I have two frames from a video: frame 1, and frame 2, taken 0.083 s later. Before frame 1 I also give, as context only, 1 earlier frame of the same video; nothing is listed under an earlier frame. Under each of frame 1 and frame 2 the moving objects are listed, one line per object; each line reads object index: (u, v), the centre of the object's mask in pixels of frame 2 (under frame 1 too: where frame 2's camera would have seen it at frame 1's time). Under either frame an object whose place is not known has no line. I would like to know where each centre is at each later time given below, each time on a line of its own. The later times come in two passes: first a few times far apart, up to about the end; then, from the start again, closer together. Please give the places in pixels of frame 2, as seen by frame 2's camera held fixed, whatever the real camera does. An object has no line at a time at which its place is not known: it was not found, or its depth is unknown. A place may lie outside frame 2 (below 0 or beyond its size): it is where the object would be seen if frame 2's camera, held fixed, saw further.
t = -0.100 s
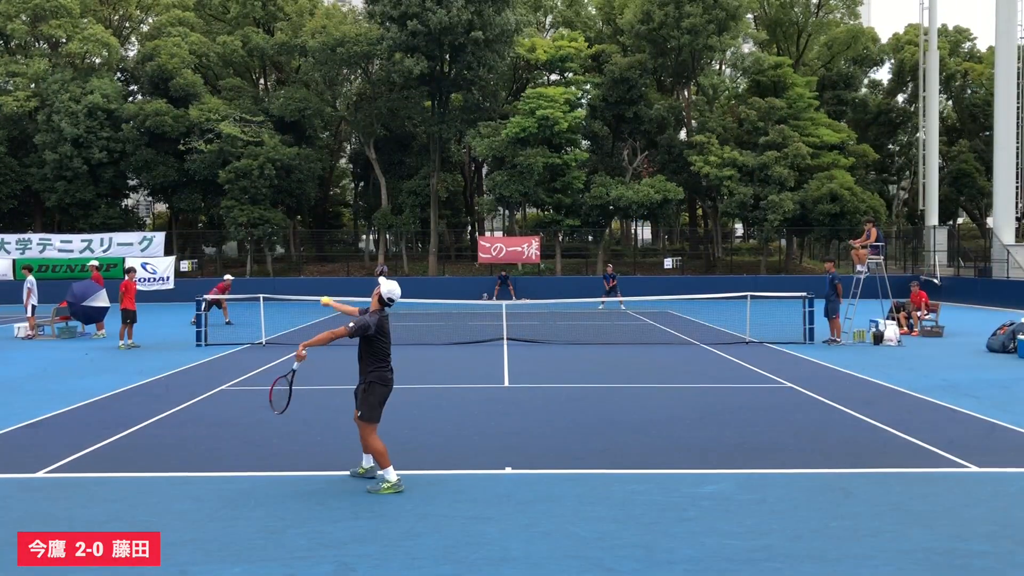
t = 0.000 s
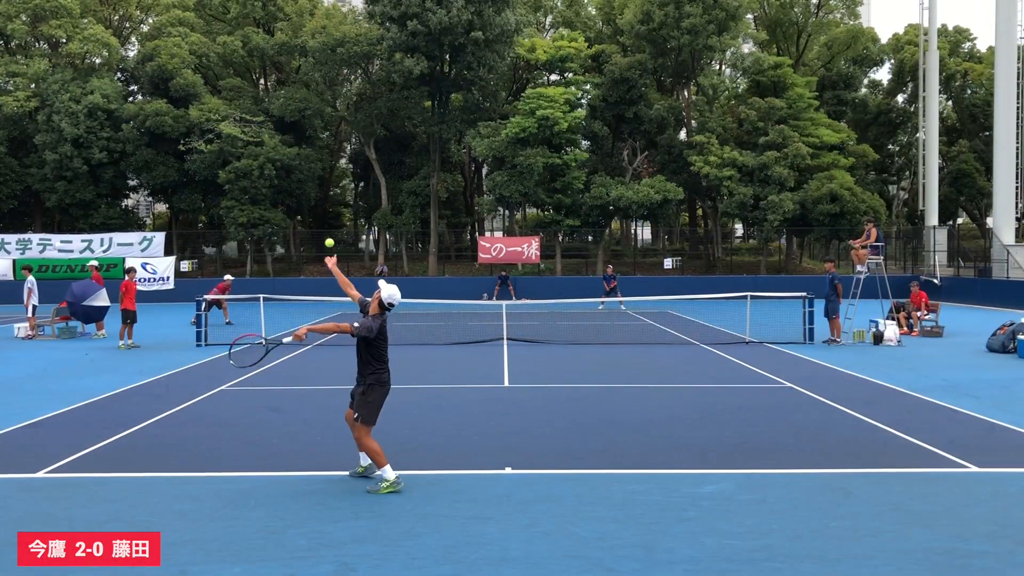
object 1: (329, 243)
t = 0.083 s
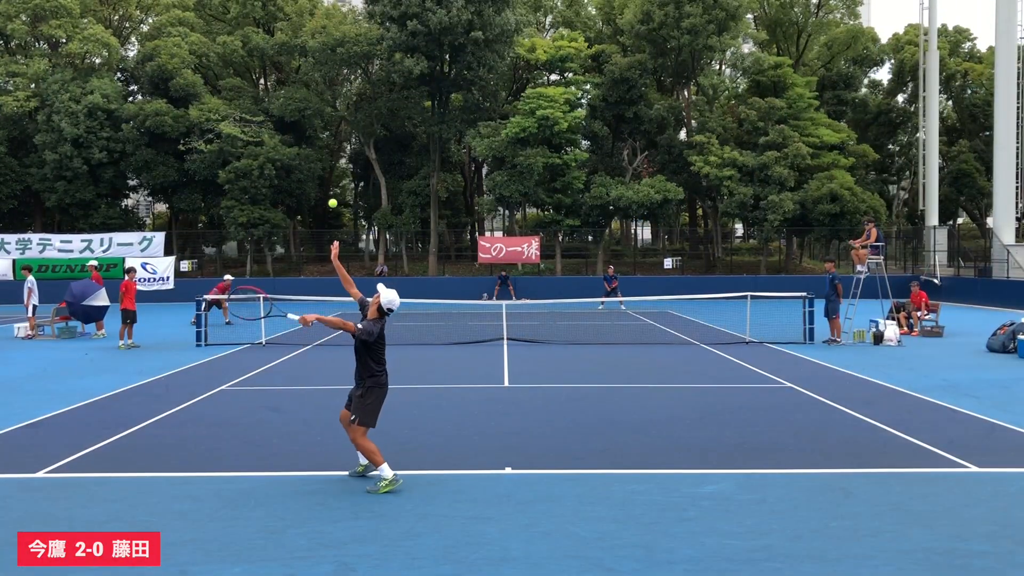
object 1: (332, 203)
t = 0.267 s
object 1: (341, 143)
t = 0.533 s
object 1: (353, 124)
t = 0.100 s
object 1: (333, 196)
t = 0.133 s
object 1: (335, 183)
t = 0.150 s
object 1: (335, 177)
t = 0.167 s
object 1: (336, 171)
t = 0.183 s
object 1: (337, 166)
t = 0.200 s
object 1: (337, 161)
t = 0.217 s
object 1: (338, 156)
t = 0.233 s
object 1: (339, 152)
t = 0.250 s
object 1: (340, 147)
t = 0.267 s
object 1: (341, 143)
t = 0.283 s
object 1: (341, 140)
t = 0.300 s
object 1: (342, 137)
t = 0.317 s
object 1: (343, 133)
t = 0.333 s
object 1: (344, 131)
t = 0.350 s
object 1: (344, 129)
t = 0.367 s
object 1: (345, 127)
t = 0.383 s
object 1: (346, 125)
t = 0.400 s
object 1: (347, 124)
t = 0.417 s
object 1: (348, 123)
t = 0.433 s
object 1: (348, 122)
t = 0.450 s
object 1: (349, 121)
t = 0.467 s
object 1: (350, 121)
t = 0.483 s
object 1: (351, 121)
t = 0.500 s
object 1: (352, 122)
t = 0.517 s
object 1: (352, 123)
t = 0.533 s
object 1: (353, 124)
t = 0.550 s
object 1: (354, 125)
